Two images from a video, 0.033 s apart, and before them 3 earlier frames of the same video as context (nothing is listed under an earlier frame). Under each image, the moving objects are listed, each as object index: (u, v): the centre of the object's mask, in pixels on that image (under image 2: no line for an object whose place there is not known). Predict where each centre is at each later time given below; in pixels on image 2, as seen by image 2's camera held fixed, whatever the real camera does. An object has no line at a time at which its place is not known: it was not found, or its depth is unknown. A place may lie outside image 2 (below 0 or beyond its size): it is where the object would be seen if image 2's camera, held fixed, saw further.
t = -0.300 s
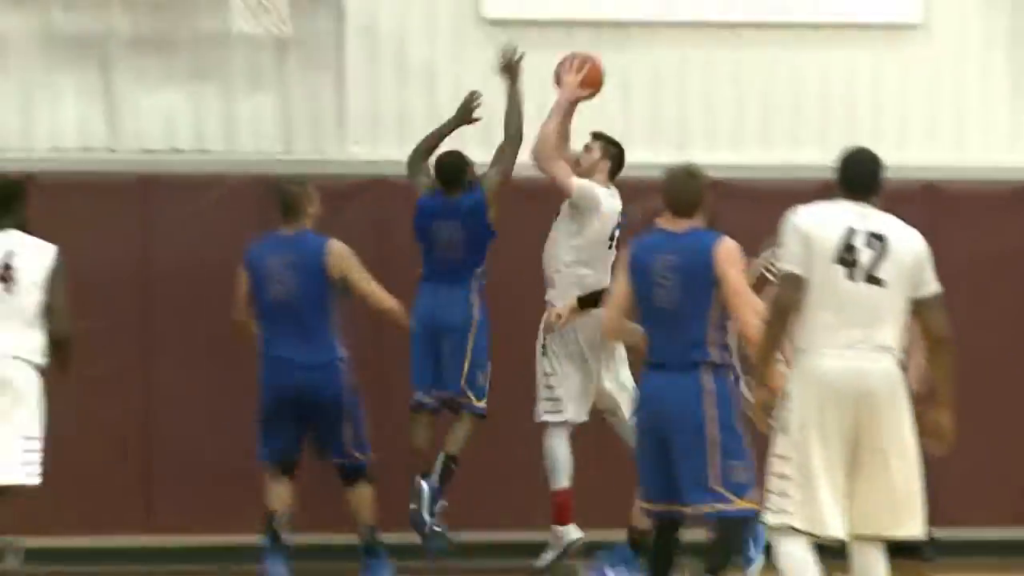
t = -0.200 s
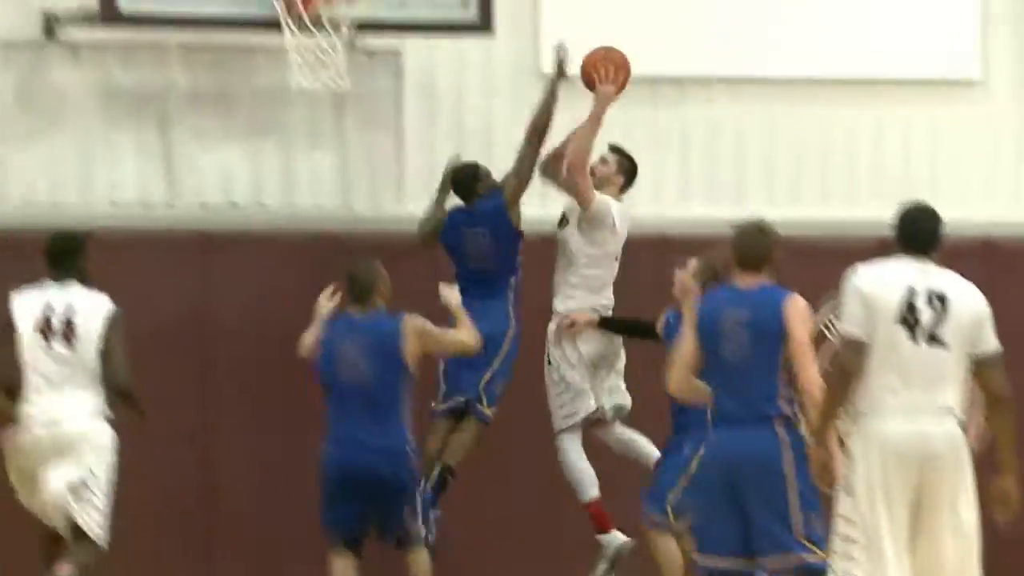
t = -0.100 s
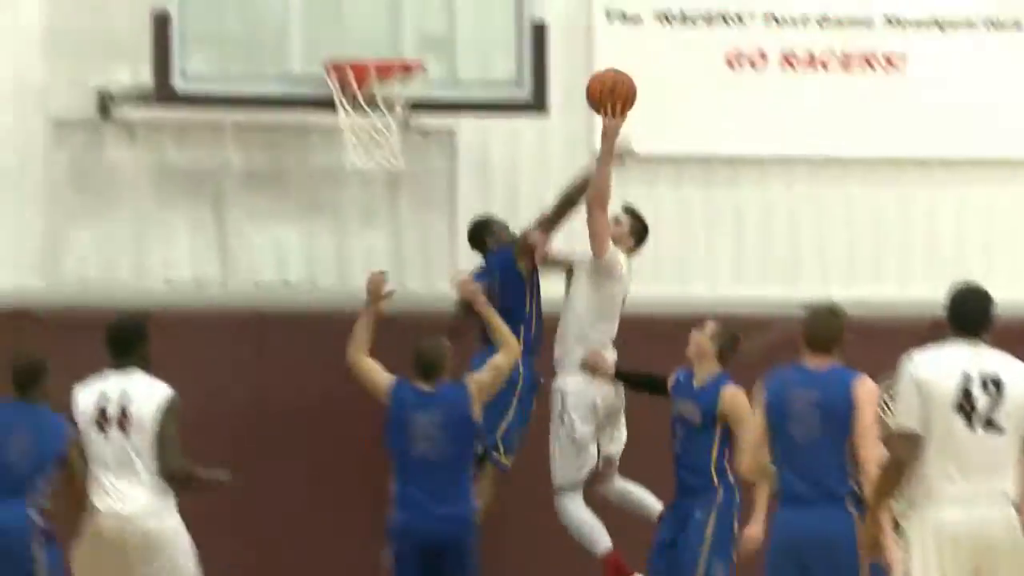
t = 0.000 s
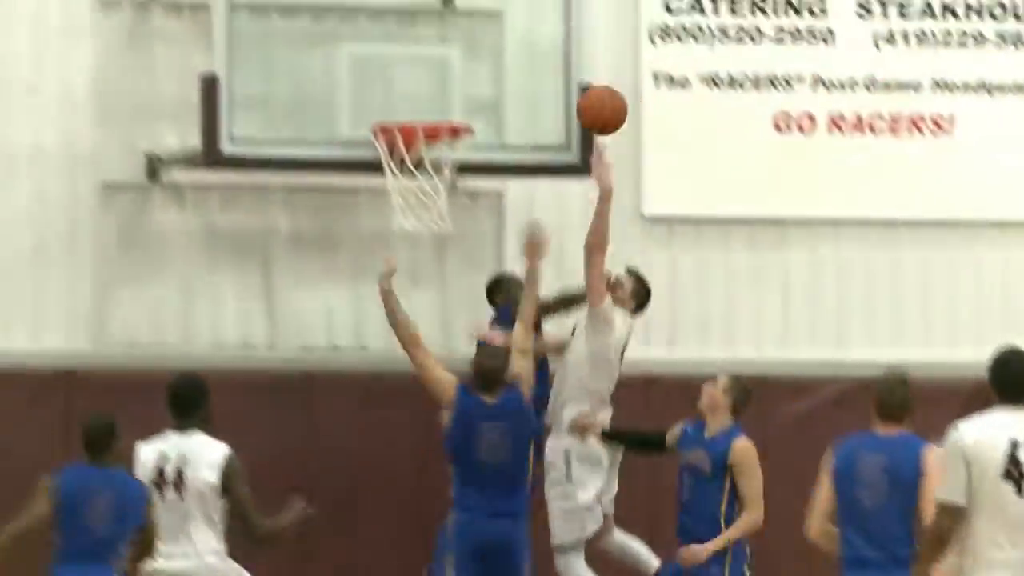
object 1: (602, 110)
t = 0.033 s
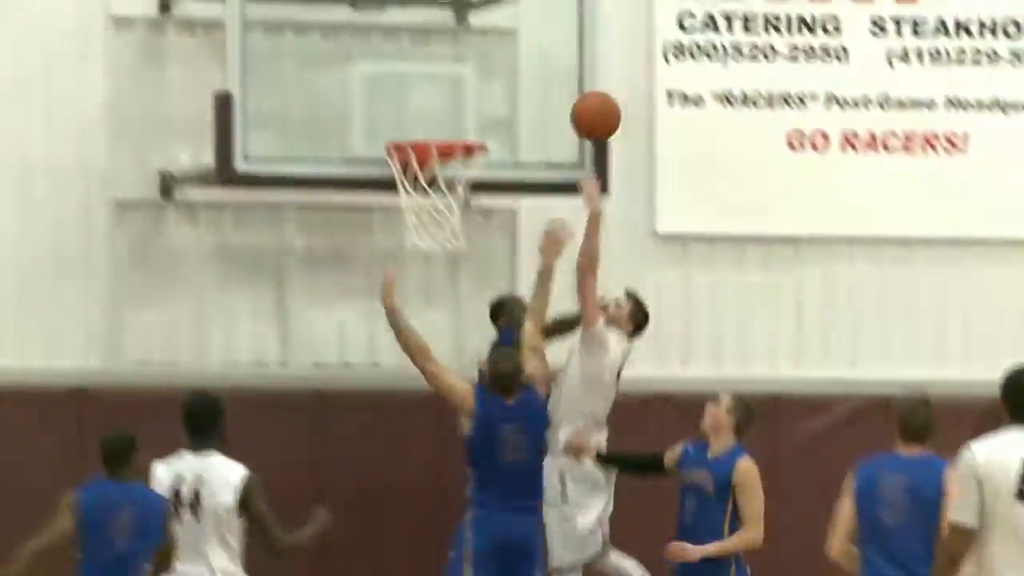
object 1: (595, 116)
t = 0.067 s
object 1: (576, 106)
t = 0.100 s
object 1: (555, 99)
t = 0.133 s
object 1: (535, 94)
